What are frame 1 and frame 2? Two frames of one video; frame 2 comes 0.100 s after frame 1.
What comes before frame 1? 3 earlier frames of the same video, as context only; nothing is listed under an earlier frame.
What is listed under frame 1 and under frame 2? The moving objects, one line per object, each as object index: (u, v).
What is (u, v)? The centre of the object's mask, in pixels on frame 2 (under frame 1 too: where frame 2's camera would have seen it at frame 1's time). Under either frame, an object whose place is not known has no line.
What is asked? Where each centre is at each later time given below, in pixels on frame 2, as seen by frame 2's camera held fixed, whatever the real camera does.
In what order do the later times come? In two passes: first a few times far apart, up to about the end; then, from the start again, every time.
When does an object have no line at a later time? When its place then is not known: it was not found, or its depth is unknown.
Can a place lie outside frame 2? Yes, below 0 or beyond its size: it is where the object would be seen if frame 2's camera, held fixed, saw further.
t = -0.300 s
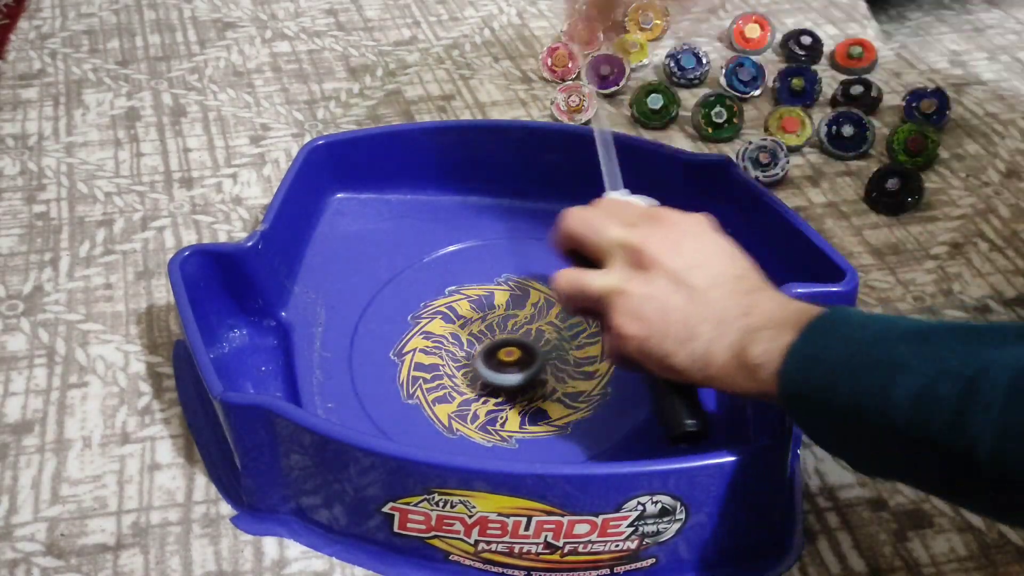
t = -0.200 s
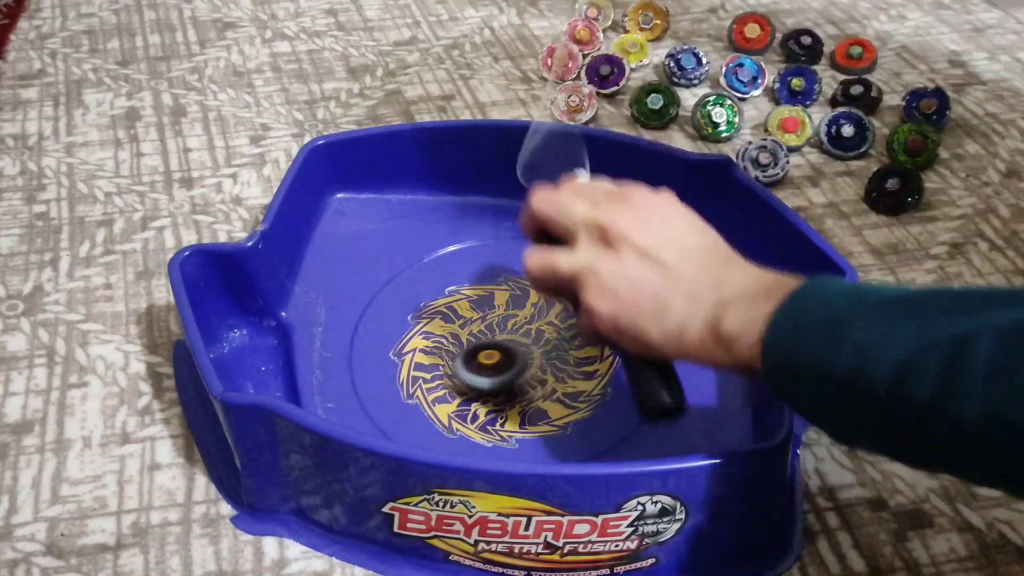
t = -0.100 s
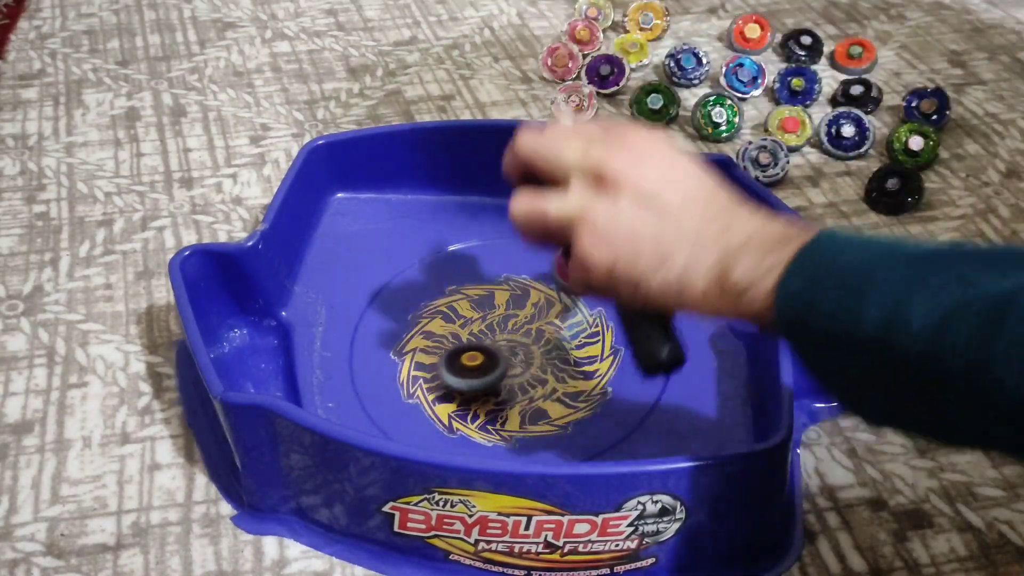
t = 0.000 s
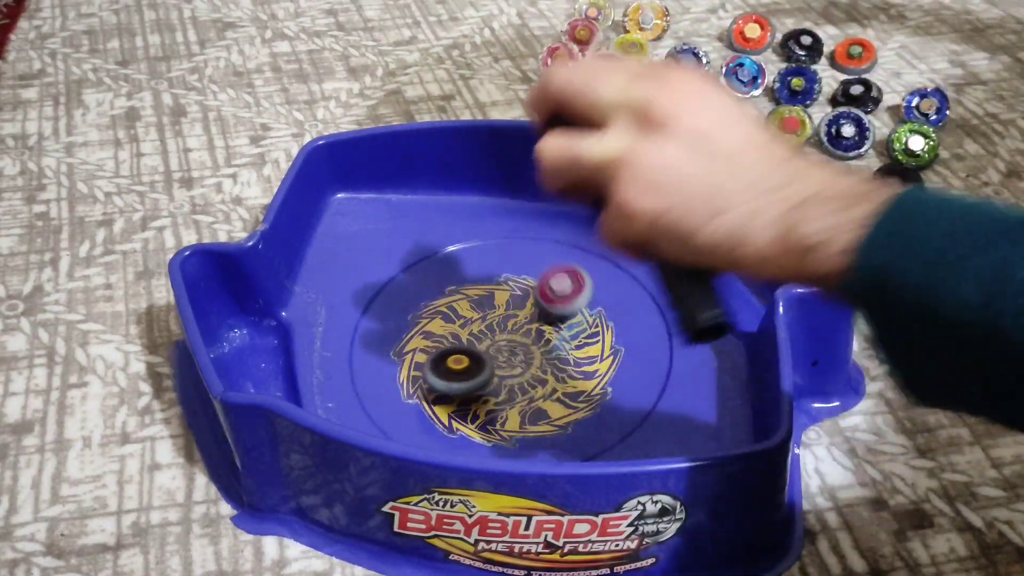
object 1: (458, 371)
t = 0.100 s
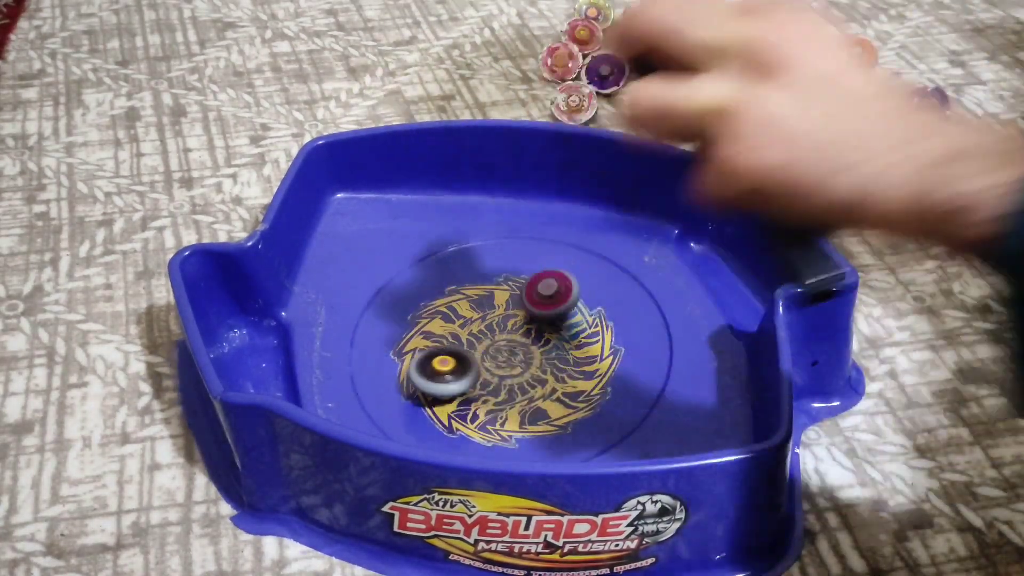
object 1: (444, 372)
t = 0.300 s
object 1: (421, 376)
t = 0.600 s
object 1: (415, 379)
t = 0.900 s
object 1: (443, 364)
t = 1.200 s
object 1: (475, 341)
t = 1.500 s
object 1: (501, 316)
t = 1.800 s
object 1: (525, 297)
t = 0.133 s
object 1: (439, 372)
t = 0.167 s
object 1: (434, 373)
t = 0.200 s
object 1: (430, 374)
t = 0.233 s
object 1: (426, 375)
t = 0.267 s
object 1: (423, 376)
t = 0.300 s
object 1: (421, 376)
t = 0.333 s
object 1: (419, 377)
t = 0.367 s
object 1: (417, 377)
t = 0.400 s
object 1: (414, 378)
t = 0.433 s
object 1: (413, 378)
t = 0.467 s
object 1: (412, 378)
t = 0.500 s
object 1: (411, 379)
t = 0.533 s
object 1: (412, 379)
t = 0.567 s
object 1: (413, 380)
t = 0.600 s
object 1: (415, 379)
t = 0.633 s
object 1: (417, 378)
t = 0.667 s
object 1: (419, 377)
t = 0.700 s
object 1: (423, 377)
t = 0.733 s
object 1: (427, 375)
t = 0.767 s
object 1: (430, 373)
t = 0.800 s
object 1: (434, 371)
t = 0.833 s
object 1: (437, 369)
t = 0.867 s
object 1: (440, 366)
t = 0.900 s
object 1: (443, 364)
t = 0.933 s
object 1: (446, 361)
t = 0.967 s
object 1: (449, 359)
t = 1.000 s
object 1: (453, 357)
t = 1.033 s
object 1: (457, 354)
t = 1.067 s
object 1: (461, 352)
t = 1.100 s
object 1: (465, 349)
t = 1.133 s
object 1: (469, 346)
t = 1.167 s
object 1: (472, 344)
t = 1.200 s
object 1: (475, 341)
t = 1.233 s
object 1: (477, 338)
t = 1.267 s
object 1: (480, 336)
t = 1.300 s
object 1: (483, 333)
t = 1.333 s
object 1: (486, 329)
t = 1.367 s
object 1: (489, 327)
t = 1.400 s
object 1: (492, 324)
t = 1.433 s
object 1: (495, 321)
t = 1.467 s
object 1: (498, 318)
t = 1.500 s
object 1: (501, 316)
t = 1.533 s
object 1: (504, 314)
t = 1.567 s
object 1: (506, 312)
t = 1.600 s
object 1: (509, 310)
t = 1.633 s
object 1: (512, 308)
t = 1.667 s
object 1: (514, 305)
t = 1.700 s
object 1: (517, 304)
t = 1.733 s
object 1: (520, 302)
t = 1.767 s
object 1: (522, 299)
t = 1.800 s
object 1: (525, 297)
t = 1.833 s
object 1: (527, 295)
